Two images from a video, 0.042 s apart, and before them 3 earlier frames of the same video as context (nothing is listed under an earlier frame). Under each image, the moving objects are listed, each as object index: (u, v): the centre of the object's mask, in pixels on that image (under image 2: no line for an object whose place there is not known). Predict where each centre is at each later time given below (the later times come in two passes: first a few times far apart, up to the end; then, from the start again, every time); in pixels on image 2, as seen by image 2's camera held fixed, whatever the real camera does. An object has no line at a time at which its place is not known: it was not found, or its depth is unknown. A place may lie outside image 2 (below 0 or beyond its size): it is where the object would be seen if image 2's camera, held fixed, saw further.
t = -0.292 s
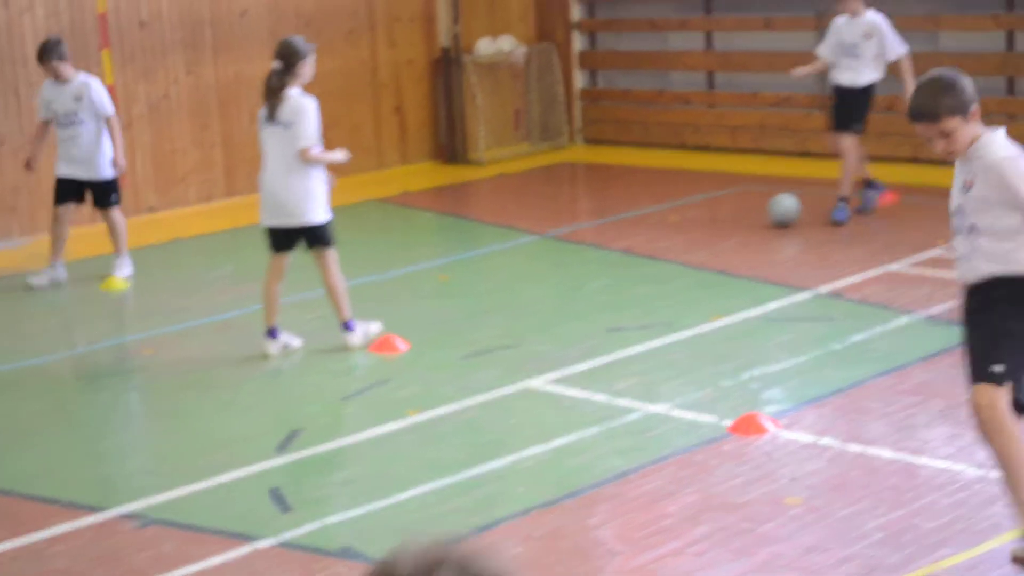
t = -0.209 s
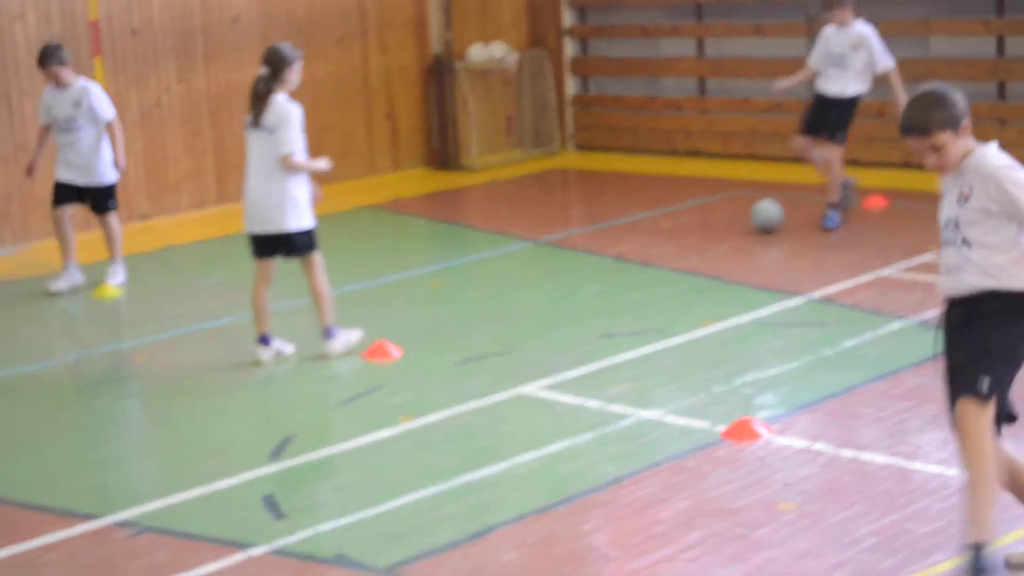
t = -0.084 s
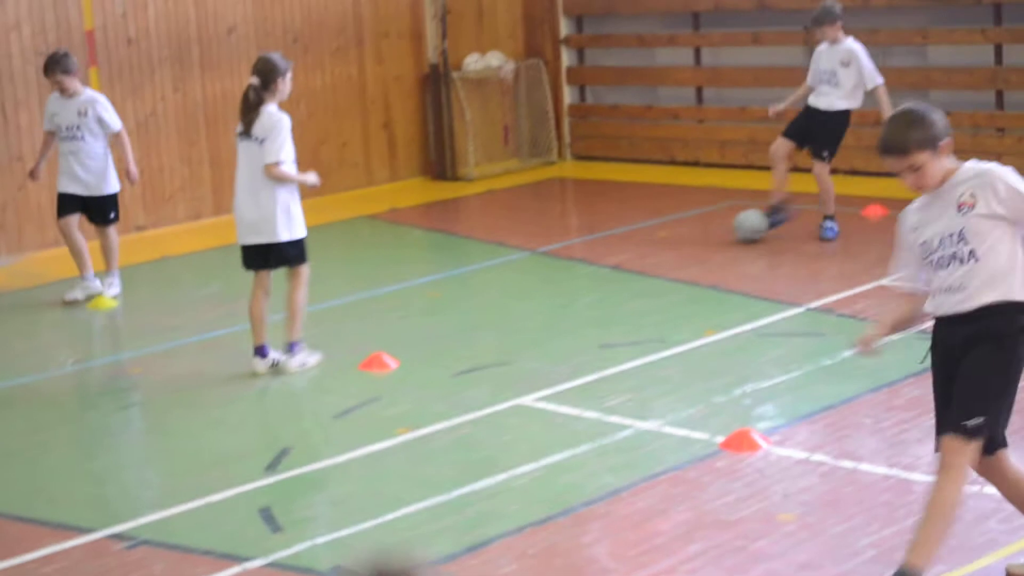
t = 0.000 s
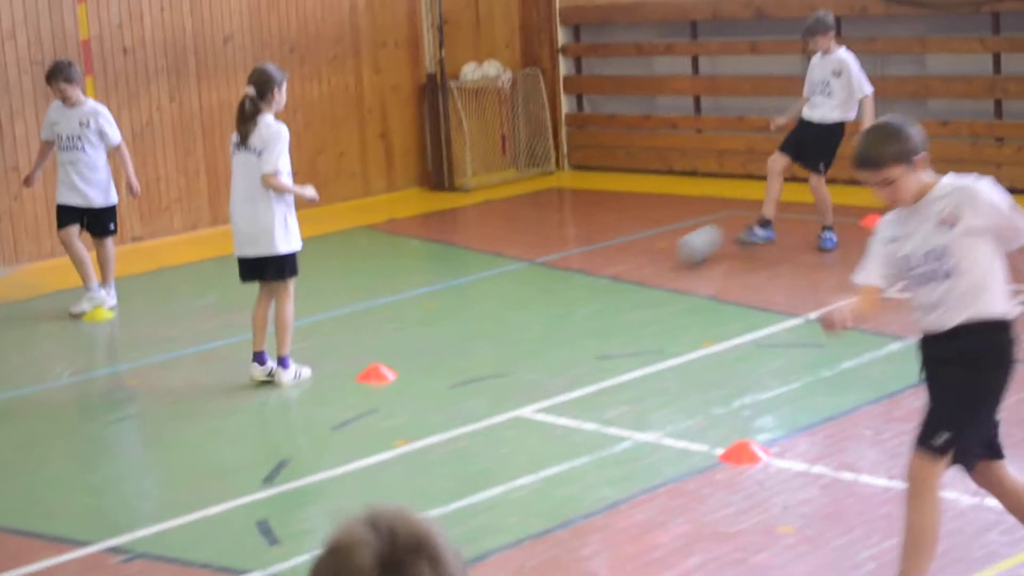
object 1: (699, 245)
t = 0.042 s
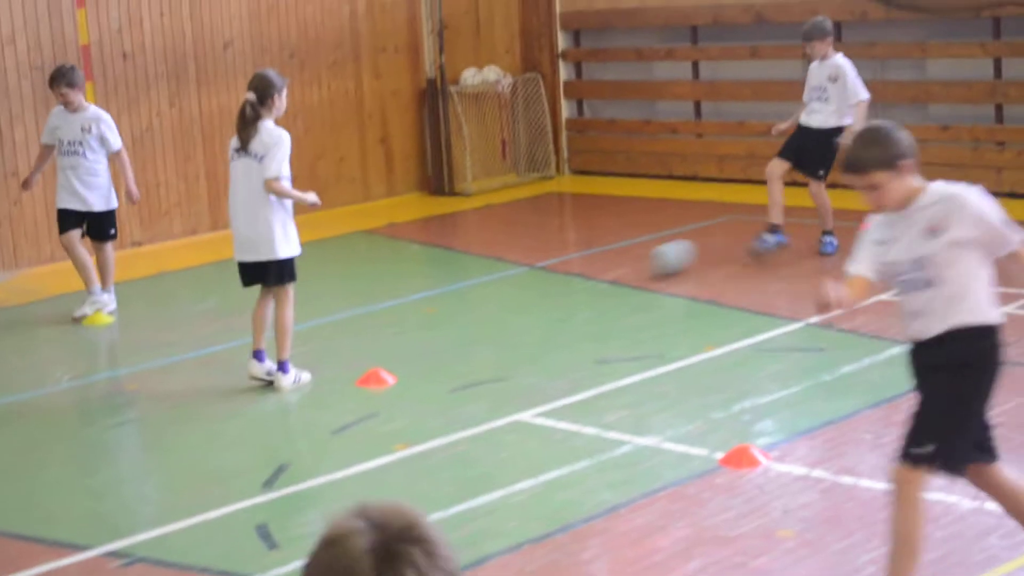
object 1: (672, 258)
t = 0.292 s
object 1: (526, 293)
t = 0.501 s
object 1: (428, 315)
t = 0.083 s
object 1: (645, 265)
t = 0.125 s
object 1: (622, 268)
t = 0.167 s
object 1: (597, 275)
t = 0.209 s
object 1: (572, 282)
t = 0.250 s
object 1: (549, 287)
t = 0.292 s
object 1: (526, 293)
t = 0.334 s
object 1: (506, 298)
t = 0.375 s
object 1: (484, 302)
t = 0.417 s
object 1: (466, 307)
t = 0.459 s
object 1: (446, 311)
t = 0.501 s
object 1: (428, 315)
